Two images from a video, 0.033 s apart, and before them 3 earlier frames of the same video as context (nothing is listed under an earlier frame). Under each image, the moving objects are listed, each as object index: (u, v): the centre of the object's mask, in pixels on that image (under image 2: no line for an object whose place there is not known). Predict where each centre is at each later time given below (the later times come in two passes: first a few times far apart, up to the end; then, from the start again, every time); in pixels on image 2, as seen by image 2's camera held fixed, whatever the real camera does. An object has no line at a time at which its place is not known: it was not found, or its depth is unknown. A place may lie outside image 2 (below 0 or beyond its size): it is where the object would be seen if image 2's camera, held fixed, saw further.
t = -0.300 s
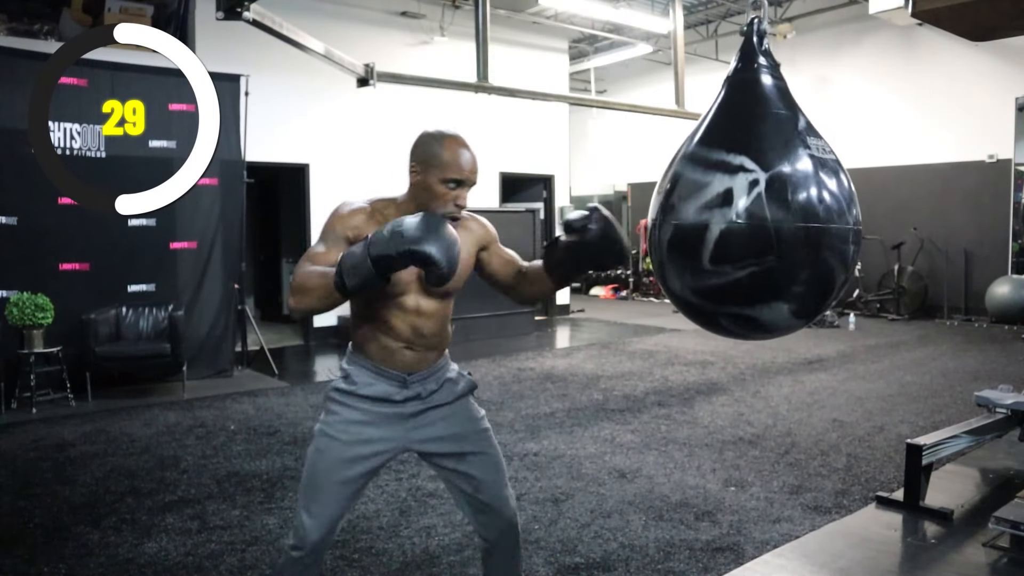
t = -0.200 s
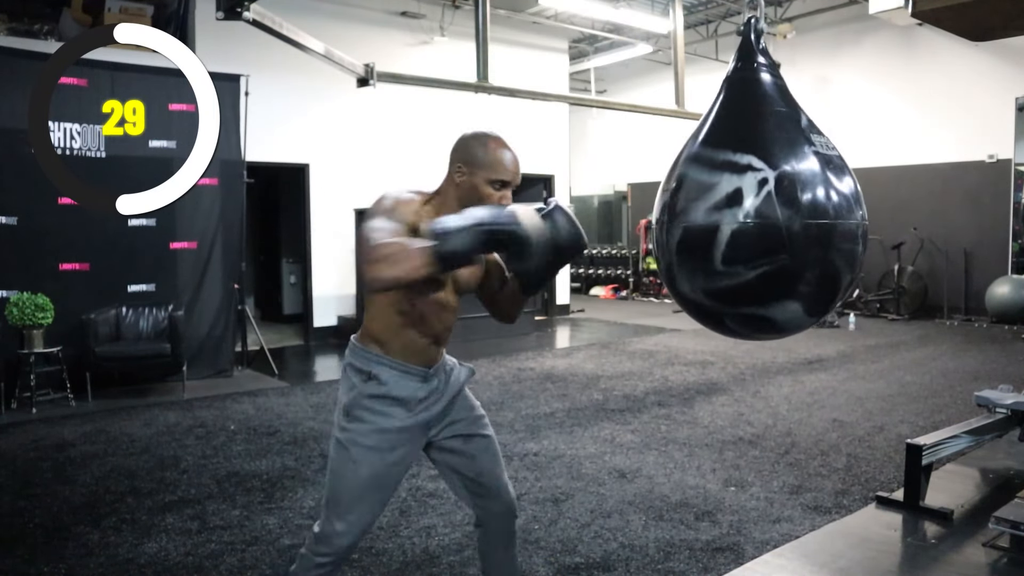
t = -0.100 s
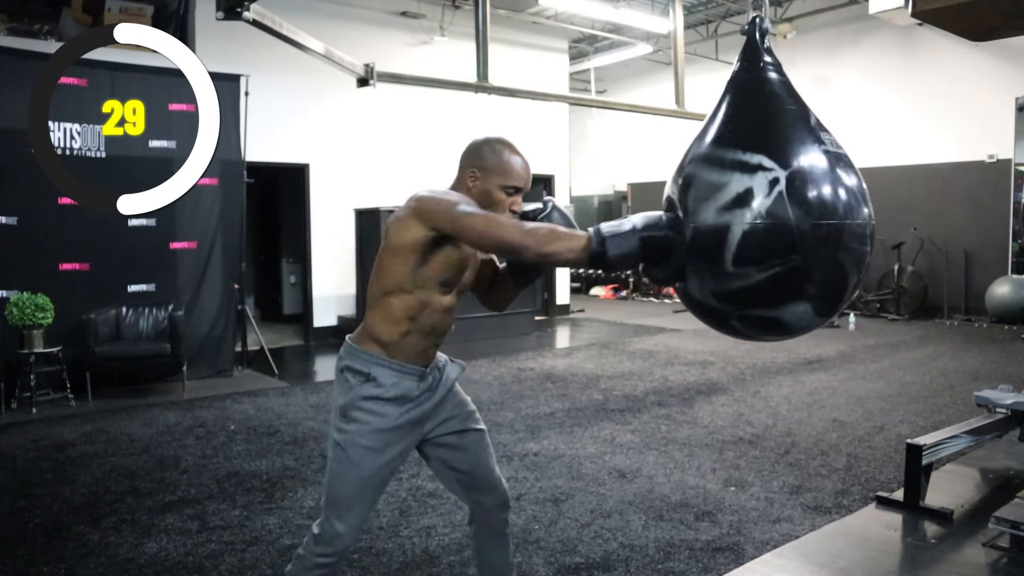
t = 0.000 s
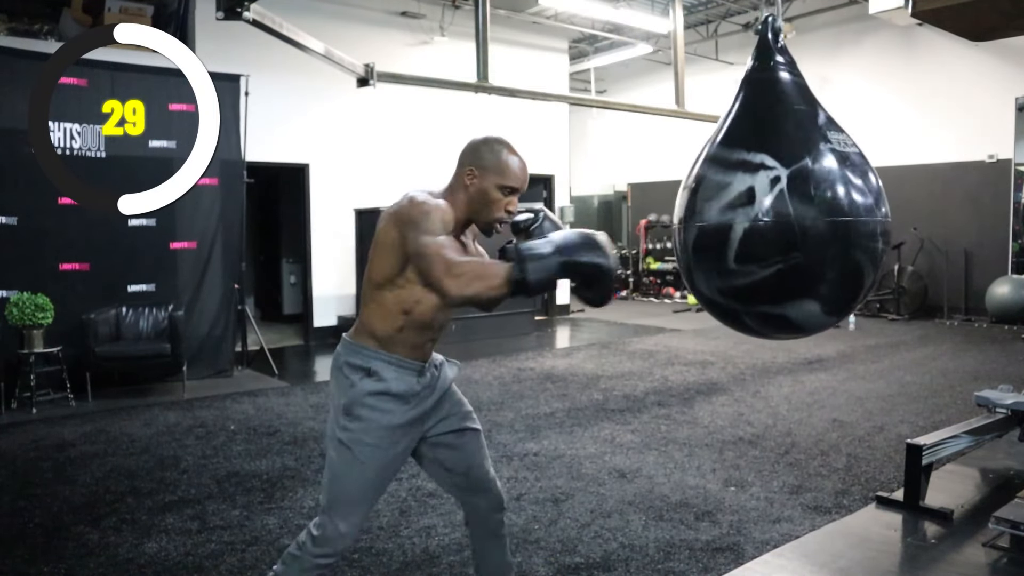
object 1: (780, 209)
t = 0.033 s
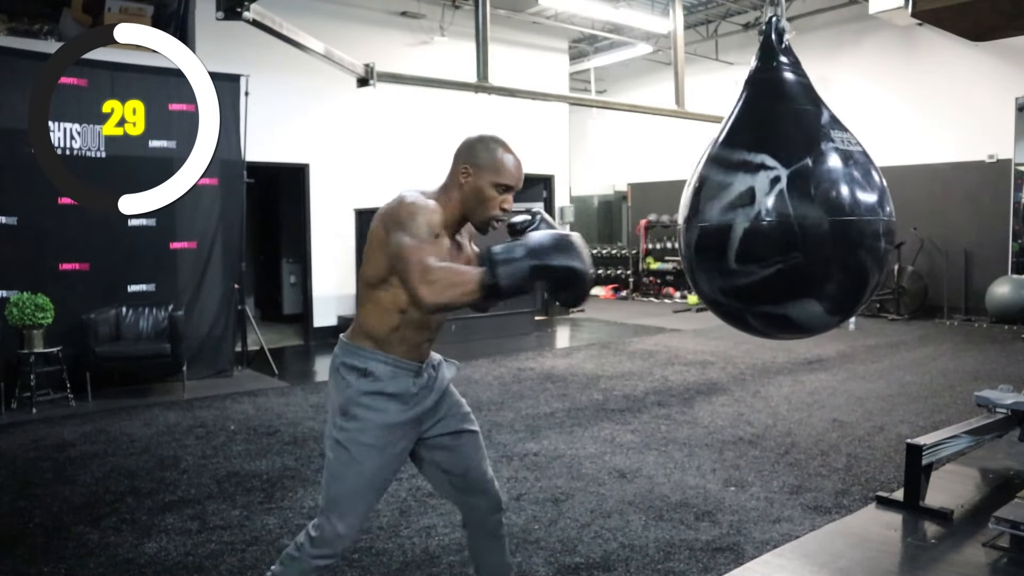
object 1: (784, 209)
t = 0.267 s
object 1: (807, 207)
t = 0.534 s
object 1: (807, 207)
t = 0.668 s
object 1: (798, 208)
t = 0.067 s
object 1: (788, 209)
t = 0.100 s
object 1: (792, 208)
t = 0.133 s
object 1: (796, 208)
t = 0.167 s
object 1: (799, 208)
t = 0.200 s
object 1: (802, 208)
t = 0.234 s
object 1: (804, 207)
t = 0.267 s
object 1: (807, 207)
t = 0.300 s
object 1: (808, 206)
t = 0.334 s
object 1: (809, 205)
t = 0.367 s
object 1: (810, 205)
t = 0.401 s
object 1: (811, 205)
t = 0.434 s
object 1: (811, 206)
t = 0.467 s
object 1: (810, 206)
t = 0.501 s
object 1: (809, 206)
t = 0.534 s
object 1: (807, 207)
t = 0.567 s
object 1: (806, 208)
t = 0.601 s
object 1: (804, 208)
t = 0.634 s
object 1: (802, 208)
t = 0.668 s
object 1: (798, 208)
